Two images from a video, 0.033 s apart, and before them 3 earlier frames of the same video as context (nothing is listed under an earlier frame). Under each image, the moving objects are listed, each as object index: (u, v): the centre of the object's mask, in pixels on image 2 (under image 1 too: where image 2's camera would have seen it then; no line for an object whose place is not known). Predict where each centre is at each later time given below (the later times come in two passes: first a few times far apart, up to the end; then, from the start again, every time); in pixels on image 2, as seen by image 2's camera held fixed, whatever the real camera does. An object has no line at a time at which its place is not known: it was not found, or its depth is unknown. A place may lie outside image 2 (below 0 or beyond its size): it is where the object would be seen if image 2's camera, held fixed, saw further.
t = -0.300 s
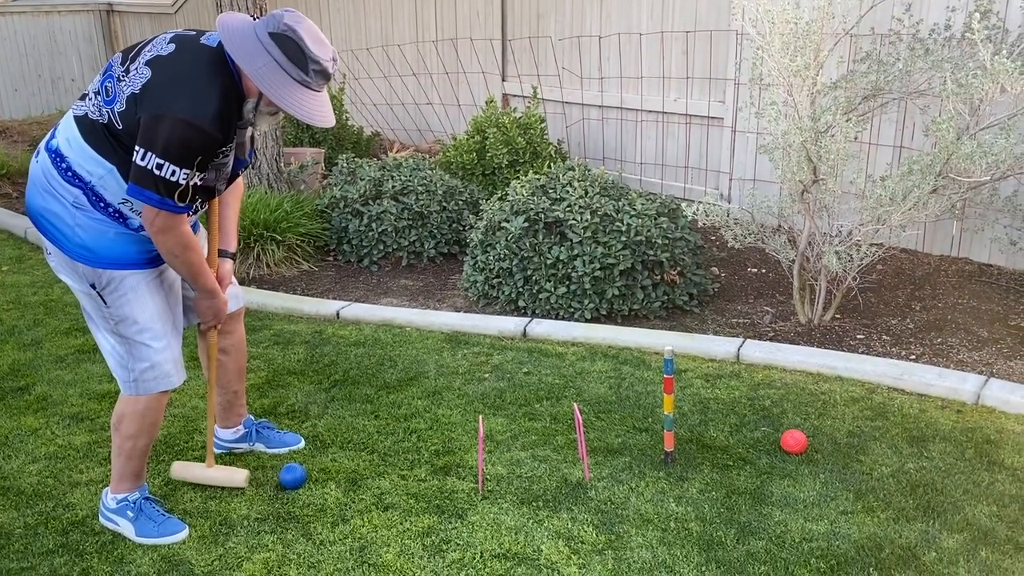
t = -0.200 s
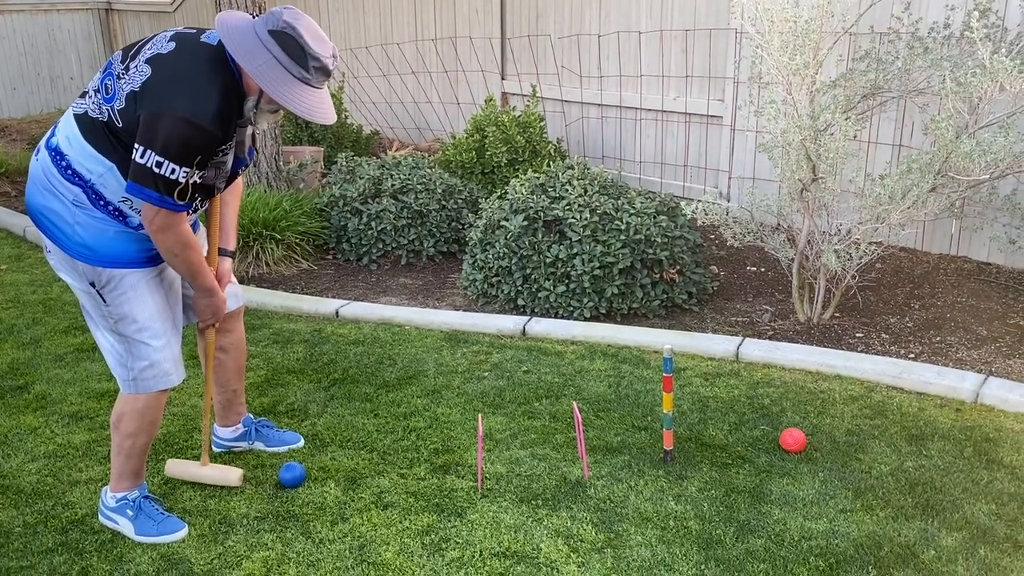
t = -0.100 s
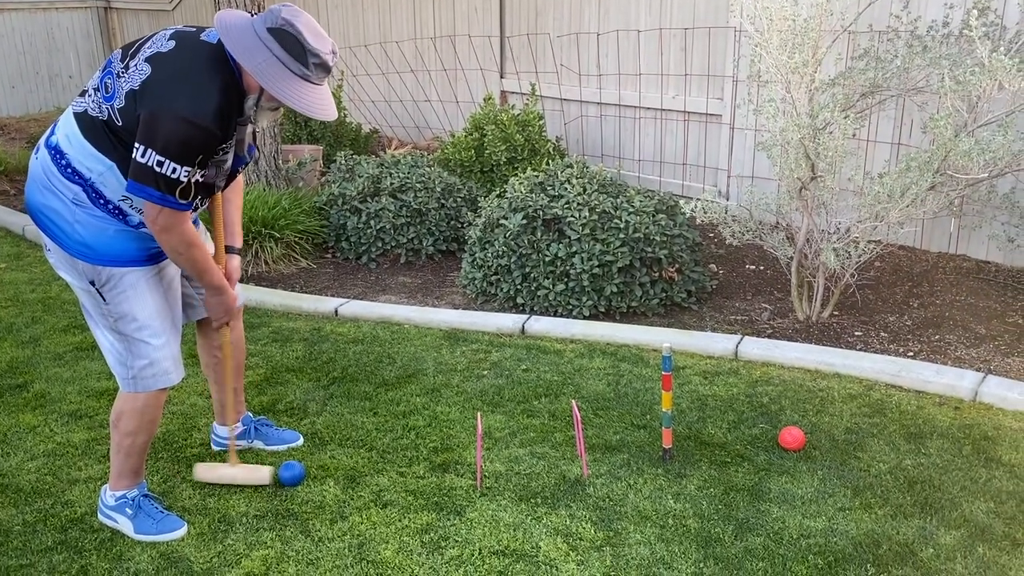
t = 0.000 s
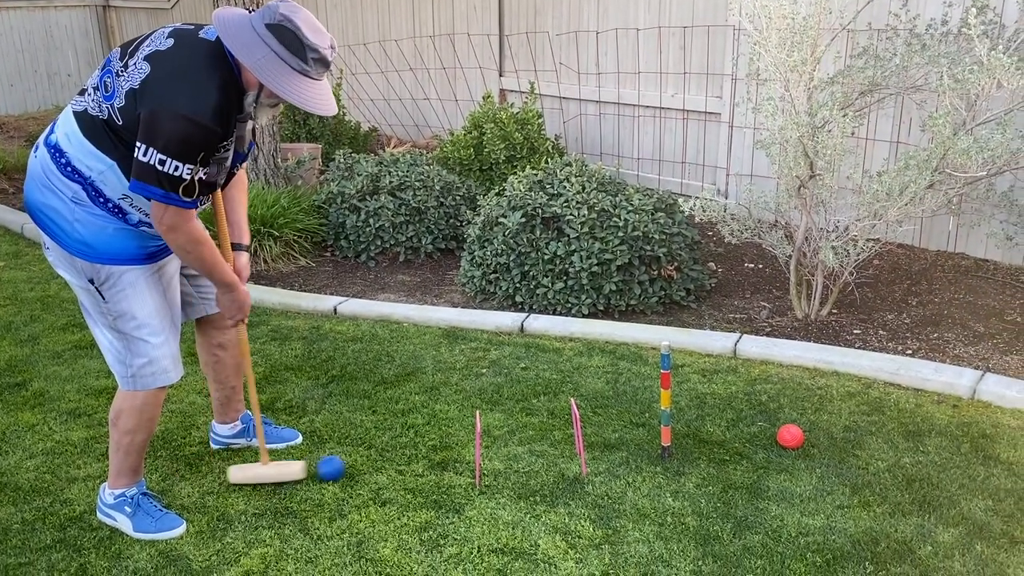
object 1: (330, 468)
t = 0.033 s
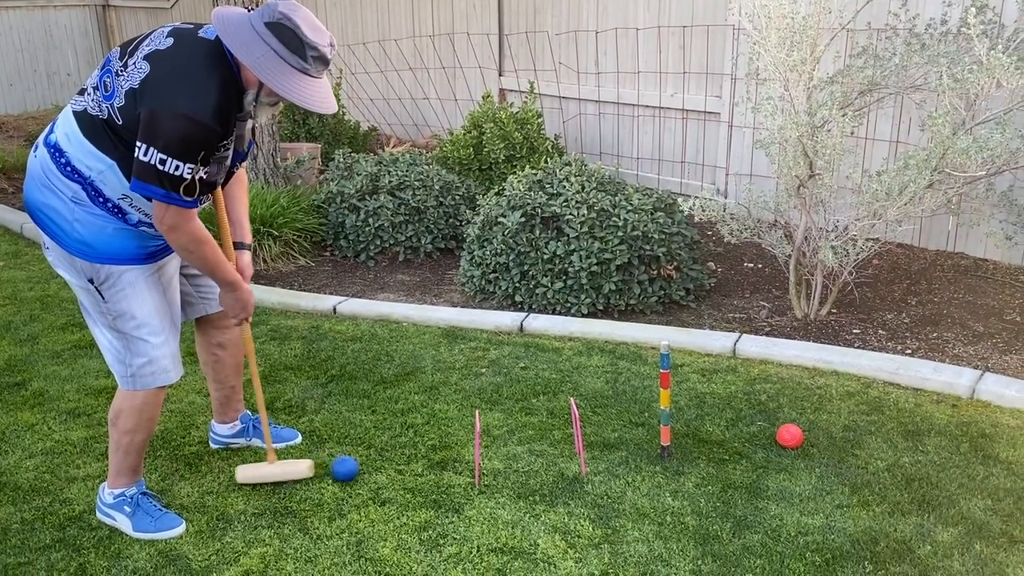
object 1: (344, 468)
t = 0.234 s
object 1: (419, 468)
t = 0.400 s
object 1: (467, 466)
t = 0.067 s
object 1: (358, 468)
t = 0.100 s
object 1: (371, 468)
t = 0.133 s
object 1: (384, 469)
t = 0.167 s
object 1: (397, 469)
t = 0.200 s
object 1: (408, 467)
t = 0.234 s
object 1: (419, 468)
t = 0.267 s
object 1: (431, 469)
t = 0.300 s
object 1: (441, 469)
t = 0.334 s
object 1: (451, 468)
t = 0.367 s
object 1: (461, 468)
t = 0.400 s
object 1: (467, 466)
